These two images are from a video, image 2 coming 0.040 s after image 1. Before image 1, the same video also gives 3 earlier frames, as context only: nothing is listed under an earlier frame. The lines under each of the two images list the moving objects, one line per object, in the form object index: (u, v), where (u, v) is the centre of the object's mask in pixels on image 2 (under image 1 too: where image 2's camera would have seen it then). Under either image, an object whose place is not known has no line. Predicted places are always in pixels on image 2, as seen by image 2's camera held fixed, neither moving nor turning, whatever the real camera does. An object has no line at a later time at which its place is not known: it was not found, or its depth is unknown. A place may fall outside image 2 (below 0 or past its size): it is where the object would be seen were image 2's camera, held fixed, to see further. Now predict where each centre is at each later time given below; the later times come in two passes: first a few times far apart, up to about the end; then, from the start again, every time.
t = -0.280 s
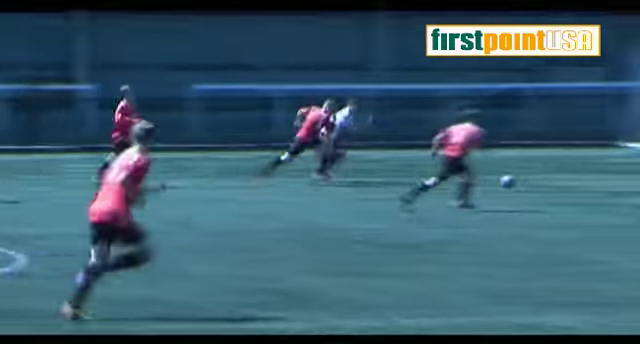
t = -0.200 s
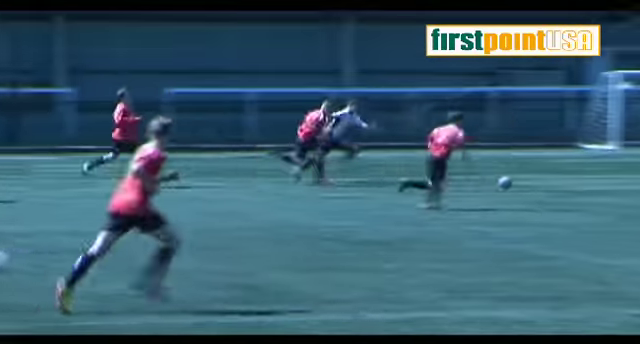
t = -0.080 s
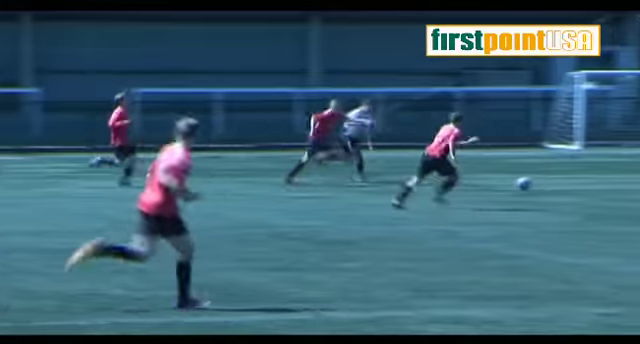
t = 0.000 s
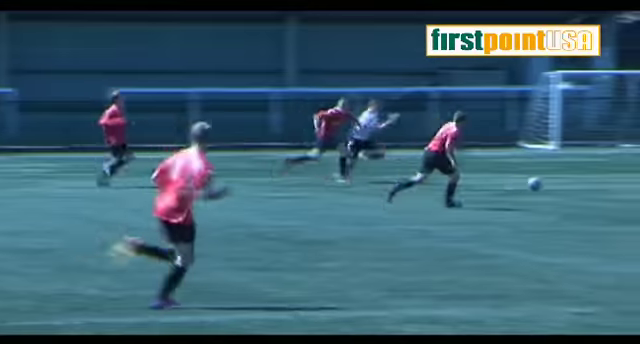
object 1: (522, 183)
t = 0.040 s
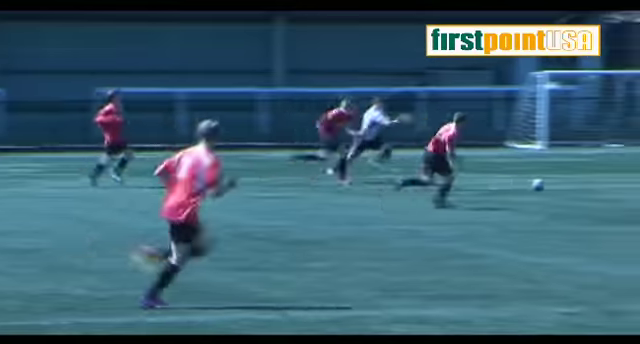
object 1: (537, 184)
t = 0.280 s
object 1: (641, 184)
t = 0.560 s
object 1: (757, 185)
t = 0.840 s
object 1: (868, 184)
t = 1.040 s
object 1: (951, 184)
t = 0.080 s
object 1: (555, 184)
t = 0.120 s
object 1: (572, 183)
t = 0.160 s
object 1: (589, 183)
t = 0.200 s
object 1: (606, 184)
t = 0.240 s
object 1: (625, 185)
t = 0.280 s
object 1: (641, 184)
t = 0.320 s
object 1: (658, 184)
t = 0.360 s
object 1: (674, 184)
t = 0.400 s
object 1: (691, 185)
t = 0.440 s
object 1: (707, 184)
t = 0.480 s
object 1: (724, 184)
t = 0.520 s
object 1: (740, 184)
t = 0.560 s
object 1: (757, 185)
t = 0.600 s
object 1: (773, 184)
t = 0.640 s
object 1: (789, 184)
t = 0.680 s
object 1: (806, 184)
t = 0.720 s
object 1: (821, 184)
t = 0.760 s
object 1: (837, 183)
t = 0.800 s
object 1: (854, 184)
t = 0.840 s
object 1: (868, 184)
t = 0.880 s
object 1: (885, 185)
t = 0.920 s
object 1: (901, 184)
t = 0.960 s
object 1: (917, 184)
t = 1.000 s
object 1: (933, 184)
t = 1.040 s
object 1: (951, 184)
